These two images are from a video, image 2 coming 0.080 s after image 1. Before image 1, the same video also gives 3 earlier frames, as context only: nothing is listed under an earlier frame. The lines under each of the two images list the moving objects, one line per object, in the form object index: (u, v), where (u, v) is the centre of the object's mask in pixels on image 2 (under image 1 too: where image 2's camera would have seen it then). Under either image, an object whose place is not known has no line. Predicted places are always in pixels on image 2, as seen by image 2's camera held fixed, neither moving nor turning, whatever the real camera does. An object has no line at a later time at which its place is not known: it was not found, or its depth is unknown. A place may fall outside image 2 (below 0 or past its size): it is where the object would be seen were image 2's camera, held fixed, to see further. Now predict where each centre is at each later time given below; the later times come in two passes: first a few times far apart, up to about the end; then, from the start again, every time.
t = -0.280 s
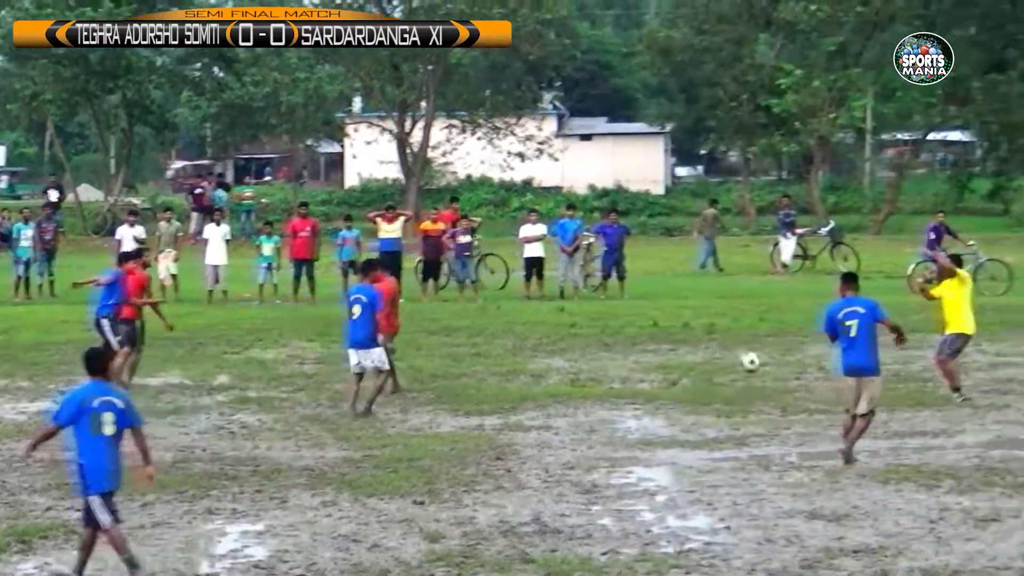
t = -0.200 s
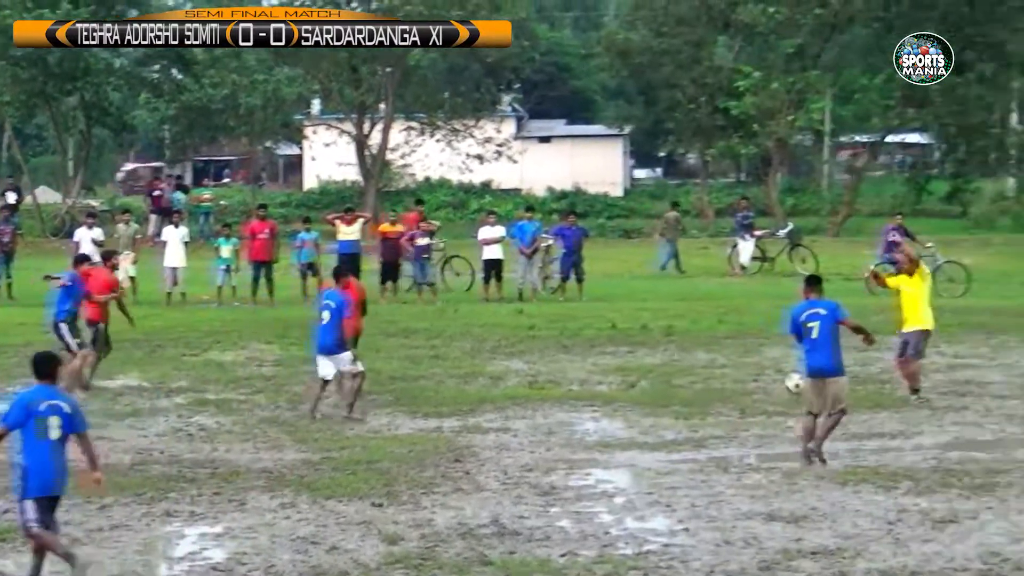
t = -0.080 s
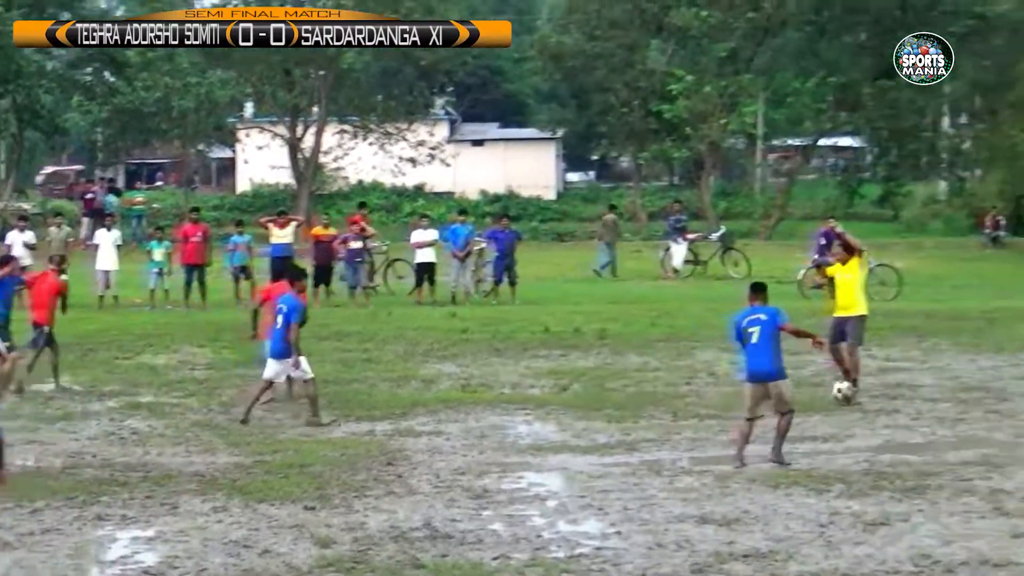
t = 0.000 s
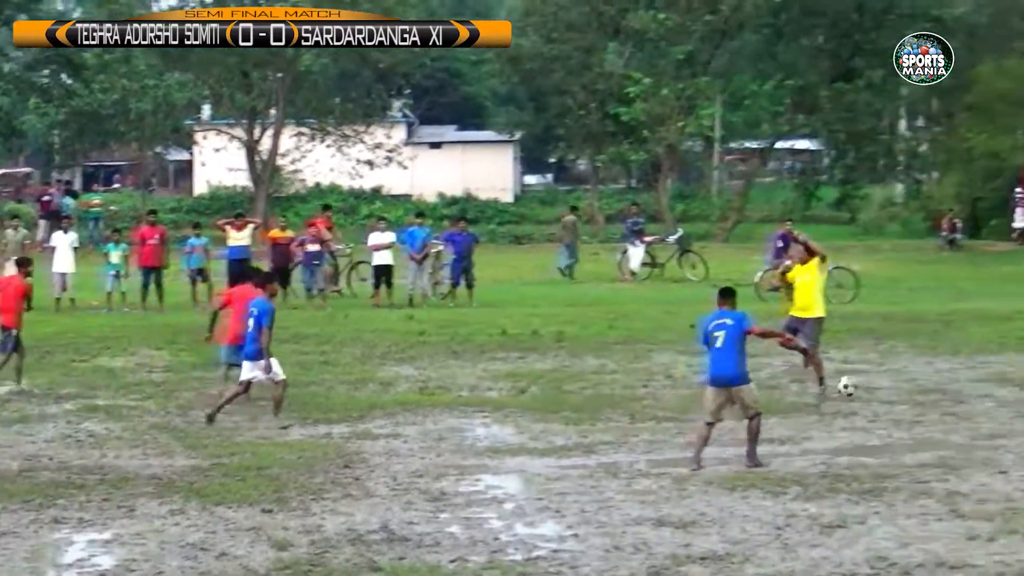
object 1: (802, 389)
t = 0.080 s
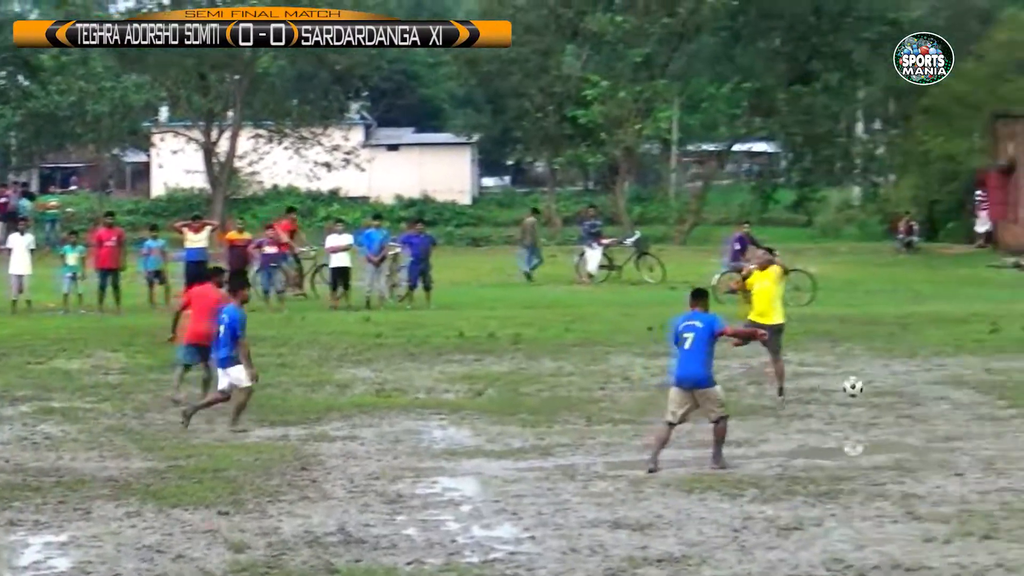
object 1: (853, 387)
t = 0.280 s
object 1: (978, 409)
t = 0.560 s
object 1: (1074, 412)
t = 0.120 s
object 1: (878, 389)
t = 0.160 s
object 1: (903, 391)
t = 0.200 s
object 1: (928, 396)
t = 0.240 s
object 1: (953, 402)
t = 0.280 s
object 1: (978, 409)
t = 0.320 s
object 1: (996, 409)
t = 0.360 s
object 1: (1012, 409)
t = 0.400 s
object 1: (1027, 410)
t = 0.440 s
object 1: (1040, 410)
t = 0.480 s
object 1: (1053, 411)
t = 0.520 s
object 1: (1065, 412)
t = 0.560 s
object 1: (1074, 412)
